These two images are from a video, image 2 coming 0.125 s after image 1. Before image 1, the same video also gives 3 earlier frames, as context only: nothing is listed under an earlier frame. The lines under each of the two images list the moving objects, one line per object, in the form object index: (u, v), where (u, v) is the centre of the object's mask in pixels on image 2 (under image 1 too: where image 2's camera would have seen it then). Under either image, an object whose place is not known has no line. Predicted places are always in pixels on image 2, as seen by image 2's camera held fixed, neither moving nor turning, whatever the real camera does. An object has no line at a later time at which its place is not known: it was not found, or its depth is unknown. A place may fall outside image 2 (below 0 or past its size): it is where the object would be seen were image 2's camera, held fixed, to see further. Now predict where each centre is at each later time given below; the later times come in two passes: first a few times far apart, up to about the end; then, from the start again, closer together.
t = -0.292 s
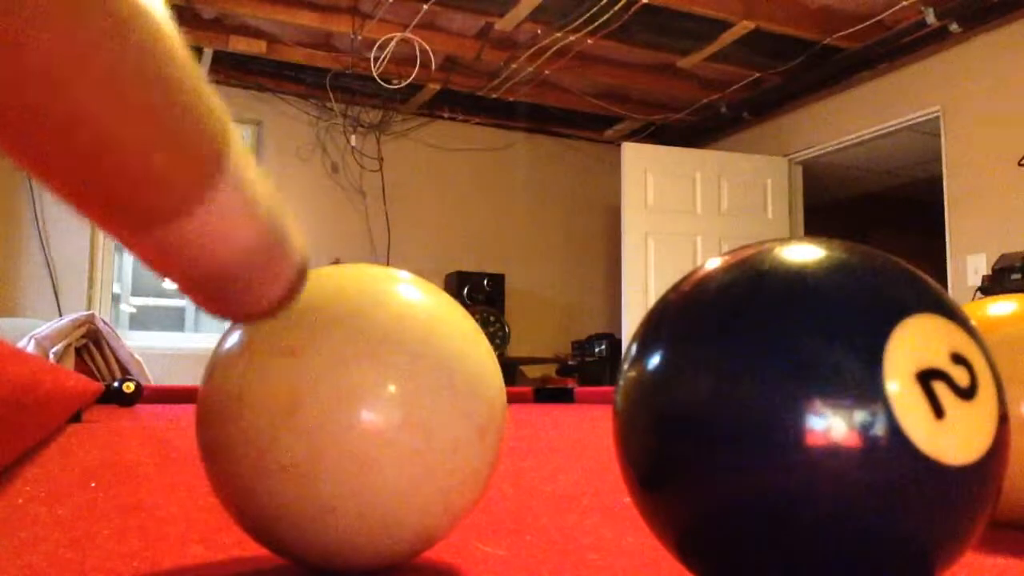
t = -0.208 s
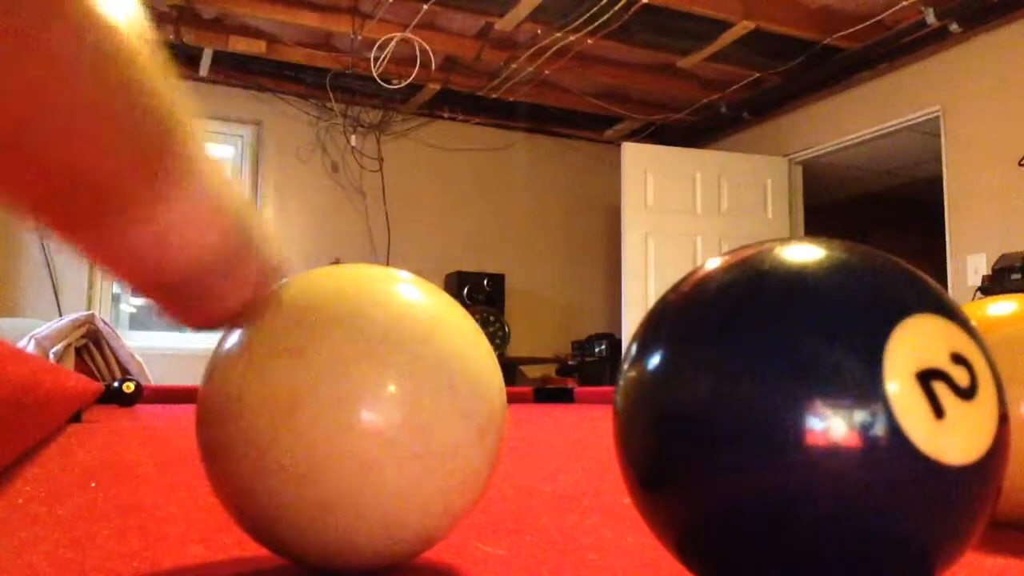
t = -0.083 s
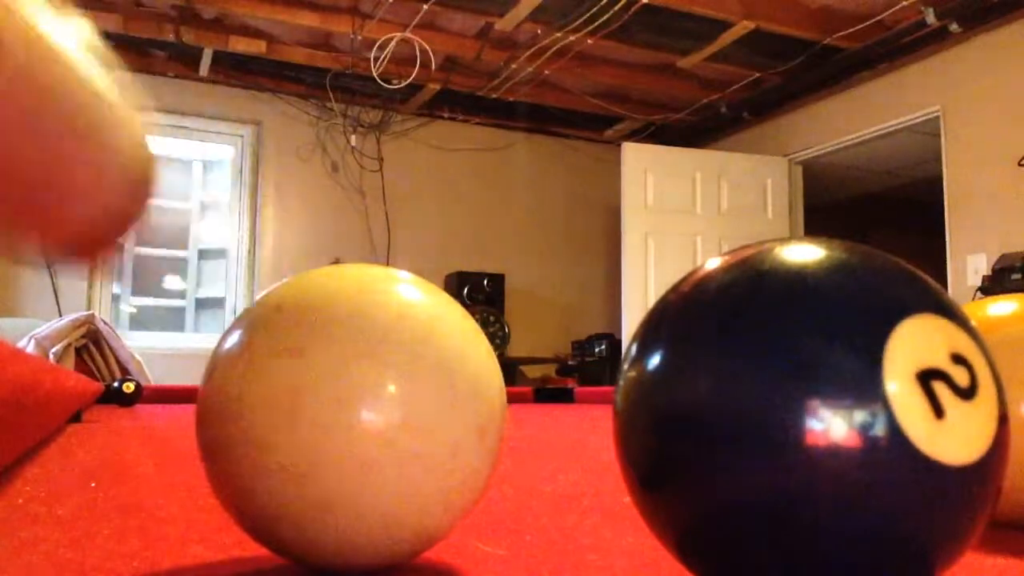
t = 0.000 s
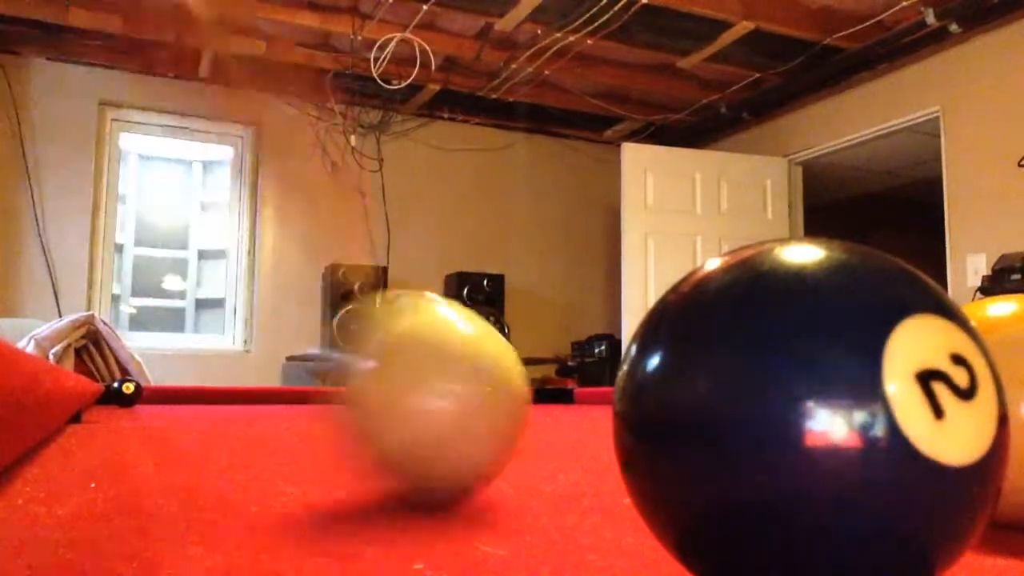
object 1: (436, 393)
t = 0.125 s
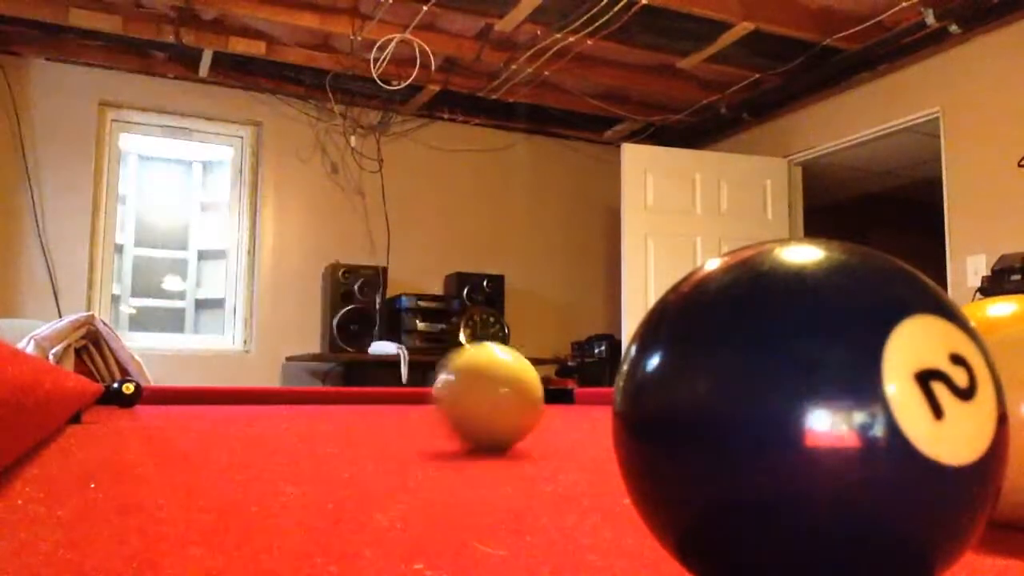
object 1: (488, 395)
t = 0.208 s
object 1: (506, 395)
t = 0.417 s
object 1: (522, 394)
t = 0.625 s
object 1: (530, 394)
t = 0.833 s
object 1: (533, 394)
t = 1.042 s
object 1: (535, 394)
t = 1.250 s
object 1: (535, 393)
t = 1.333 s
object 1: (544, 393)
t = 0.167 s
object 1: (500, 395)
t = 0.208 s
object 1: (506, 395)
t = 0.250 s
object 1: (510, 395)
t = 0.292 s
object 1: (514, 395)
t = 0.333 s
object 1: (517, 395)
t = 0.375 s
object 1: (520, 394)
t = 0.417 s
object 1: (522, 394)
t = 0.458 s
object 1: (524, 394)
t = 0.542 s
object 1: (528, 394)
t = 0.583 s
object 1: (529, 394)
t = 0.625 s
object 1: (530, 394)
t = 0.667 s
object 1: (531, 394)
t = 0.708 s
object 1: (532, 394)
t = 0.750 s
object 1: (532, 394)
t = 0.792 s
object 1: (533, 394)
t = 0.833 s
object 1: (533, 394)
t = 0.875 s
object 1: (534, 393)
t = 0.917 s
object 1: (534, 394)
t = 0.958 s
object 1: (534, 394)
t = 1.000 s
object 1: (535, 394)
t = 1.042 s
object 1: (535, 394)
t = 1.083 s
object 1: (535, 394)
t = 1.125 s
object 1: (535, 394)
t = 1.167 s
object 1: (535, 394)
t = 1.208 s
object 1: (535, 393)
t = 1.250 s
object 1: (535, 393)
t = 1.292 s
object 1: (535, 394)
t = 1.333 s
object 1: (544, 393)
